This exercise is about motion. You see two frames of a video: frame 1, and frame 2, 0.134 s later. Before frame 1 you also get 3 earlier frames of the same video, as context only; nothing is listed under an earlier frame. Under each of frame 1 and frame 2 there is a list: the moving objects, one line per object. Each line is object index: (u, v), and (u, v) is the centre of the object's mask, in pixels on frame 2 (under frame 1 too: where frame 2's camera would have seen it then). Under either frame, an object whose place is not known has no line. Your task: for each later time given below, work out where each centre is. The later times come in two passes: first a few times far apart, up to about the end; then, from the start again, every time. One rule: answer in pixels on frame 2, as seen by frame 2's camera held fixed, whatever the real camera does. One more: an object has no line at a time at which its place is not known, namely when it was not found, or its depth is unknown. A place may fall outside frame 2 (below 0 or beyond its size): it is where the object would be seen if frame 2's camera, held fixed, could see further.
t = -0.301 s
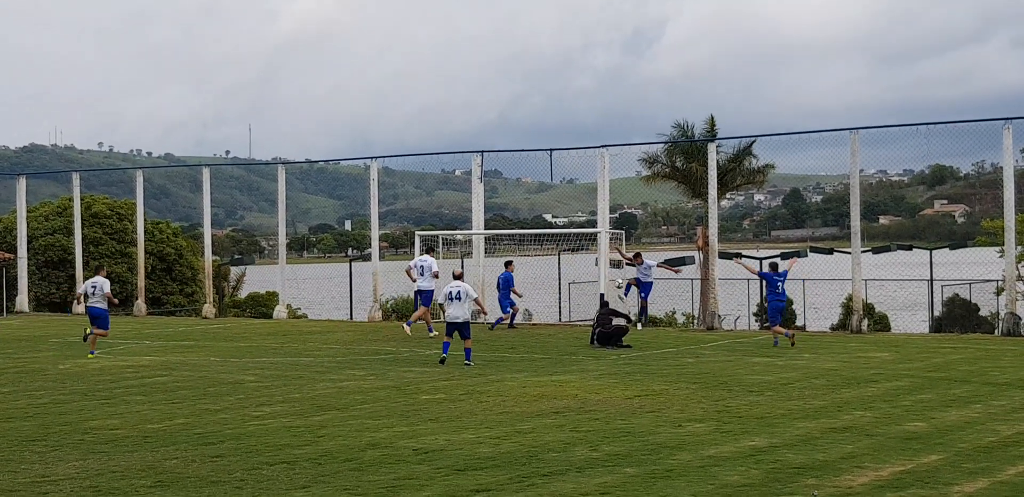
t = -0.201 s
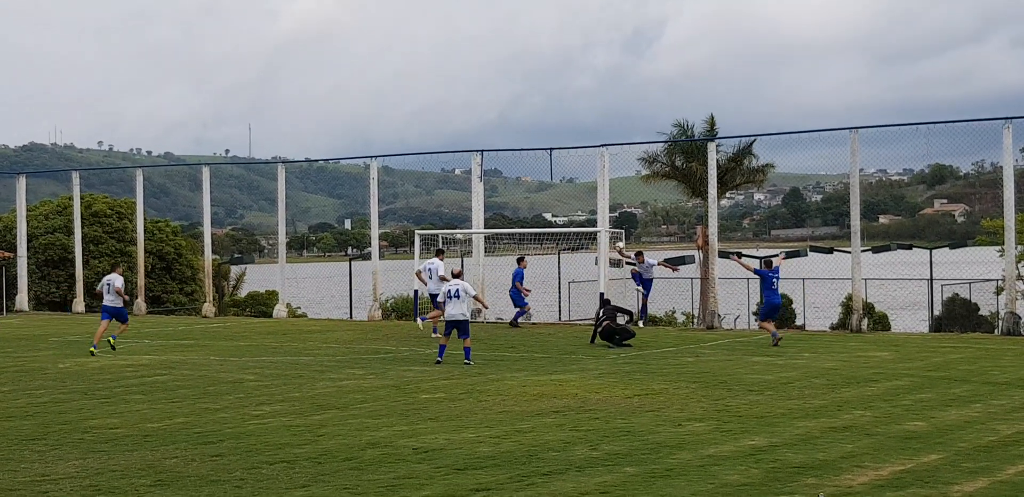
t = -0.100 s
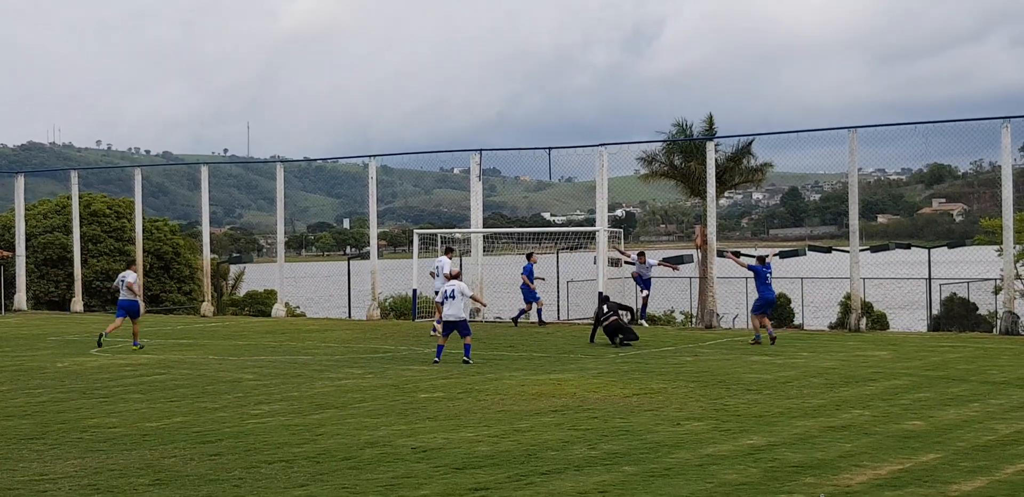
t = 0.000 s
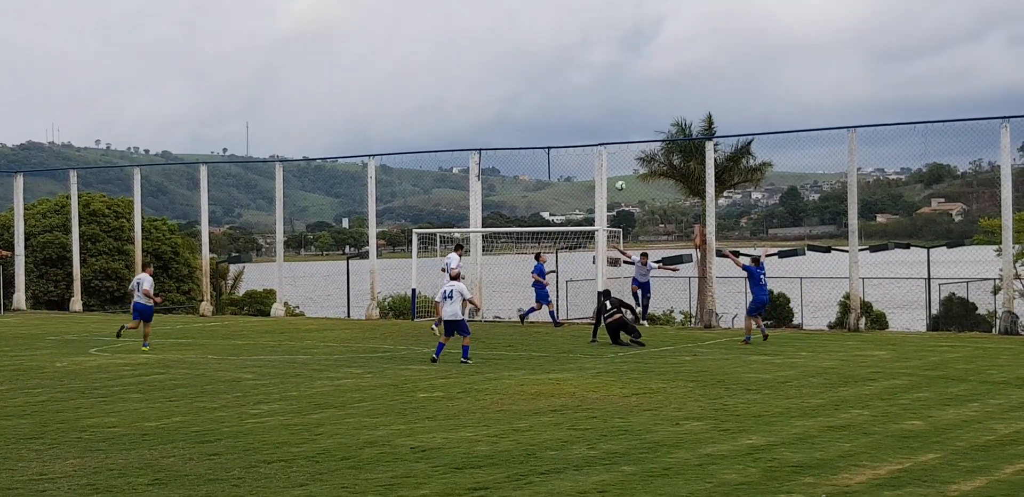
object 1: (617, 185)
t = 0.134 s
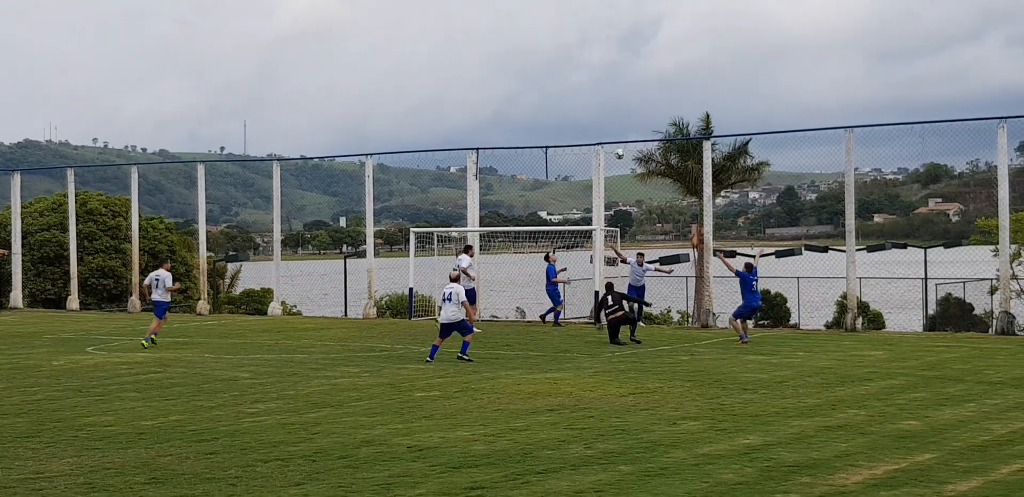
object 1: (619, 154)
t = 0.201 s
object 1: (620, 141)
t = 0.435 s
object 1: (623, 112)
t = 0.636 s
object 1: (625, 107)
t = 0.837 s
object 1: (627, 121)
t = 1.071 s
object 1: (630, 164)
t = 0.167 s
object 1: (620, 147)
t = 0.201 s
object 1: (620, 141)
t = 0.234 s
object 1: (620, 136)
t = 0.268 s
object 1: (621, 130)
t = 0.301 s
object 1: (621, 126)
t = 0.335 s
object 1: (622, 122)
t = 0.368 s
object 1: (622, 118)
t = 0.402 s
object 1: (622, 115)
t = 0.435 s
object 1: (623, 112)
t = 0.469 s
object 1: (623, 110)
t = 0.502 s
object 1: (624, 108)
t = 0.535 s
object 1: (624, 107)
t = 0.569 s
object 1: (624, 106)
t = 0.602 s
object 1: (625, 106)
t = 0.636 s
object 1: (625, 107)
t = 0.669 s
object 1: (626, 108)
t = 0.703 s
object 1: (626, 109)
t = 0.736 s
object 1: (626, 112)
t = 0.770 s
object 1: (627, 114)
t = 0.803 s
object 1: (627, 117)
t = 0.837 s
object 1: (627, 121)
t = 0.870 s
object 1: (628, 125)
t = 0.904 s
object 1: (628, 130)
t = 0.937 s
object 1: (629, 136)
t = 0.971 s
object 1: (629, 142)
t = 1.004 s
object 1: (629, 149)
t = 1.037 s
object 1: (630, 156)
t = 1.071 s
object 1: (630, 164)
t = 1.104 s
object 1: (630, 172)
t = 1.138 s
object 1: (631, 181)
